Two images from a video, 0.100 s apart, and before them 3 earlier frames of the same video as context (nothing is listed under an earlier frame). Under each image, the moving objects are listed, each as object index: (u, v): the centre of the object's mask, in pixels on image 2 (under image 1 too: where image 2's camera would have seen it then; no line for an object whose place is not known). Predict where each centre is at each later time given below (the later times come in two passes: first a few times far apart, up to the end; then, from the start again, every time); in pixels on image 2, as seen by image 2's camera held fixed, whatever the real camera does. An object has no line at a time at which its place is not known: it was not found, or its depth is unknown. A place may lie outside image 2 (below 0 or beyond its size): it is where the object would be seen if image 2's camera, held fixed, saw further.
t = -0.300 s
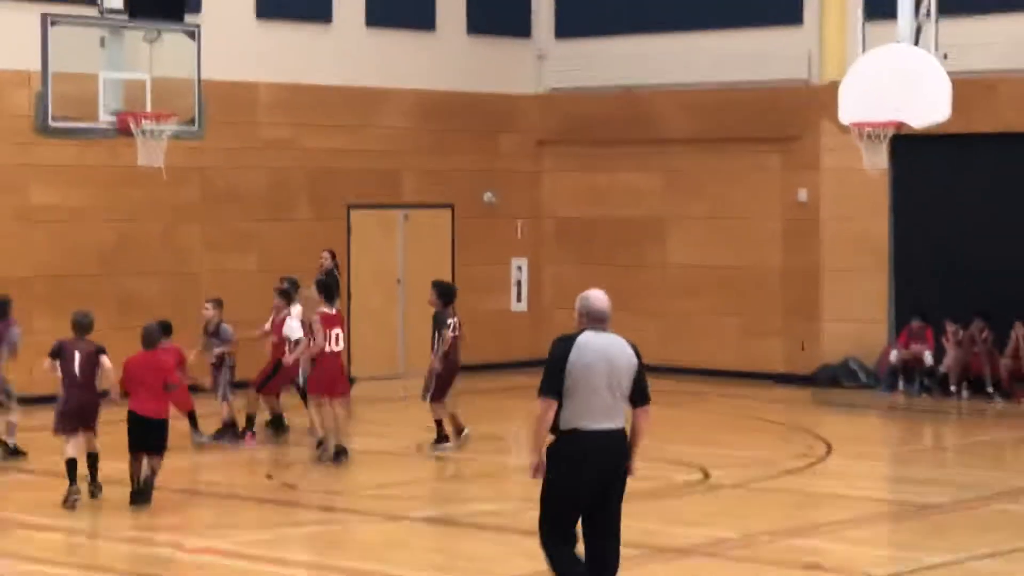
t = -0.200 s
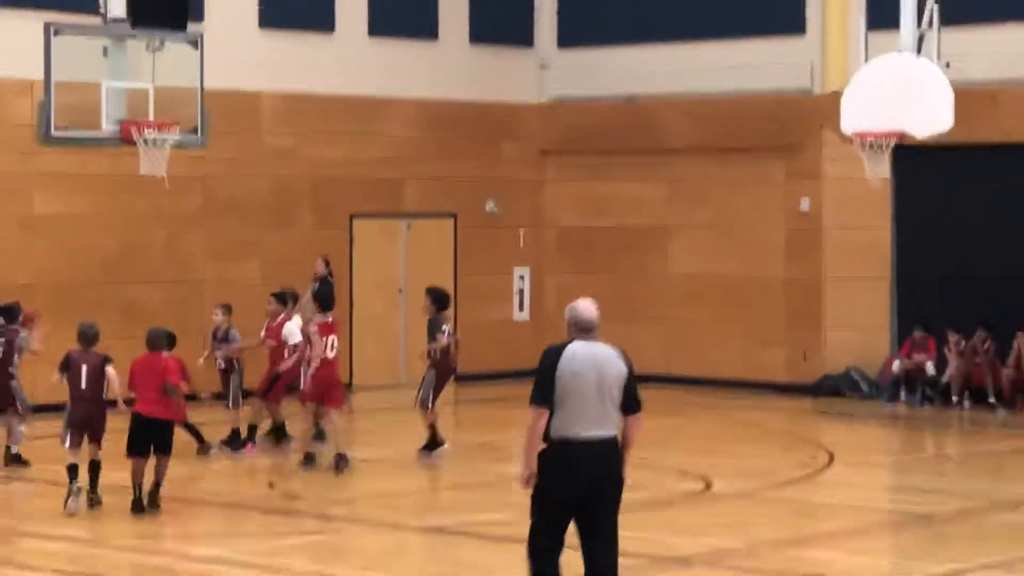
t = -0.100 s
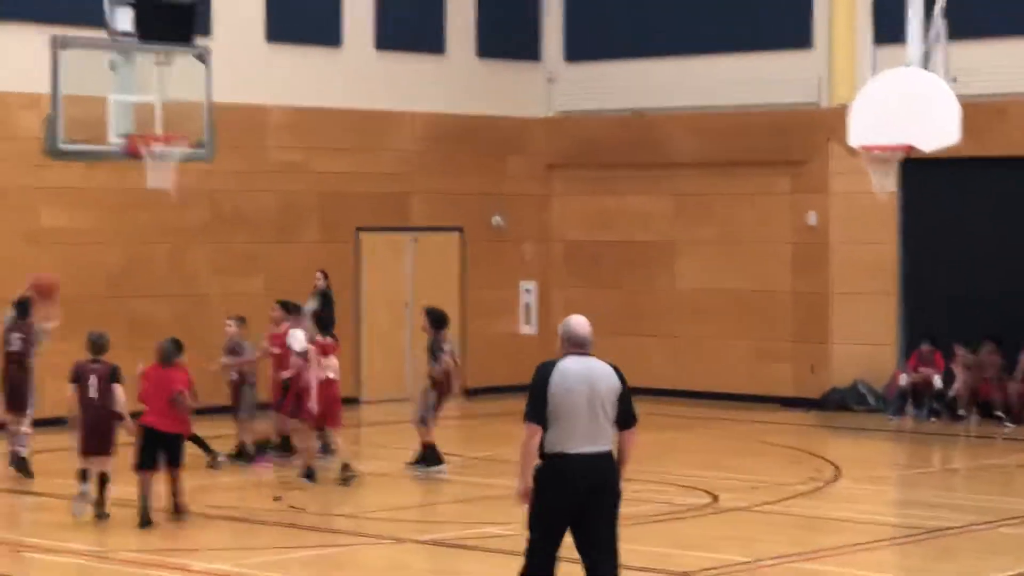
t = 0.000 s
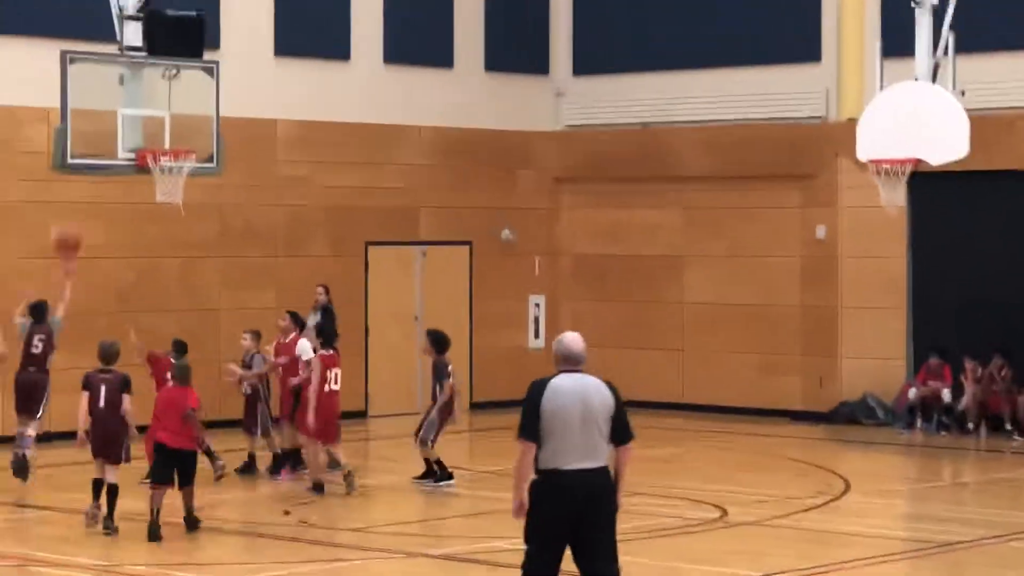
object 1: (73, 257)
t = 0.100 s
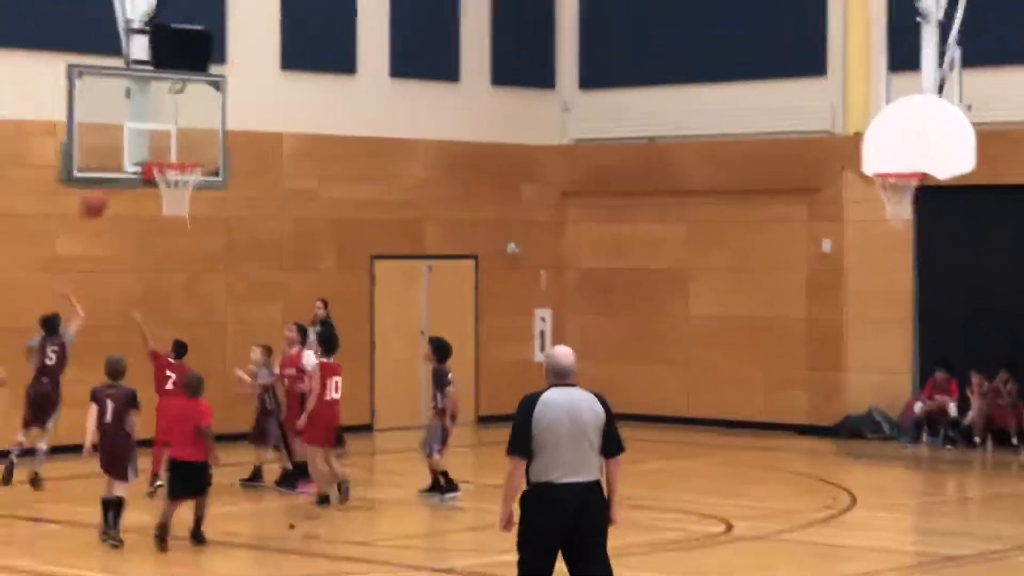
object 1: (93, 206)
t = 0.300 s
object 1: (131, 137)
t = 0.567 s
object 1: (179, 115)
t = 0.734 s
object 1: (208, 138)
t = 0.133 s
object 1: (98, 191)
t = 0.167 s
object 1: (106, 178)
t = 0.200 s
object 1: (112, 166)
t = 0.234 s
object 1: (119, 154)
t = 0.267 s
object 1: (124, 145)
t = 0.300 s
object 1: (131, 137)
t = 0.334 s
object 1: (137, 130)
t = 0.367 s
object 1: (143, 124)
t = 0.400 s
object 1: (149, 119)
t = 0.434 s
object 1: (155, 116)
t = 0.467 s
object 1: (161, 114)
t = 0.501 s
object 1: (168, 113)
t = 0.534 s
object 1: (174, 113)
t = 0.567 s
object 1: (179, 115)
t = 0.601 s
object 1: (185, 117)
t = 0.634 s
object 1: (191, 121)
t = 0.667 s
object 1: (196, 125)
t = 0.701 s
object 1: (203, 131)
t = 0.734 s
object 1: (208, 138)
